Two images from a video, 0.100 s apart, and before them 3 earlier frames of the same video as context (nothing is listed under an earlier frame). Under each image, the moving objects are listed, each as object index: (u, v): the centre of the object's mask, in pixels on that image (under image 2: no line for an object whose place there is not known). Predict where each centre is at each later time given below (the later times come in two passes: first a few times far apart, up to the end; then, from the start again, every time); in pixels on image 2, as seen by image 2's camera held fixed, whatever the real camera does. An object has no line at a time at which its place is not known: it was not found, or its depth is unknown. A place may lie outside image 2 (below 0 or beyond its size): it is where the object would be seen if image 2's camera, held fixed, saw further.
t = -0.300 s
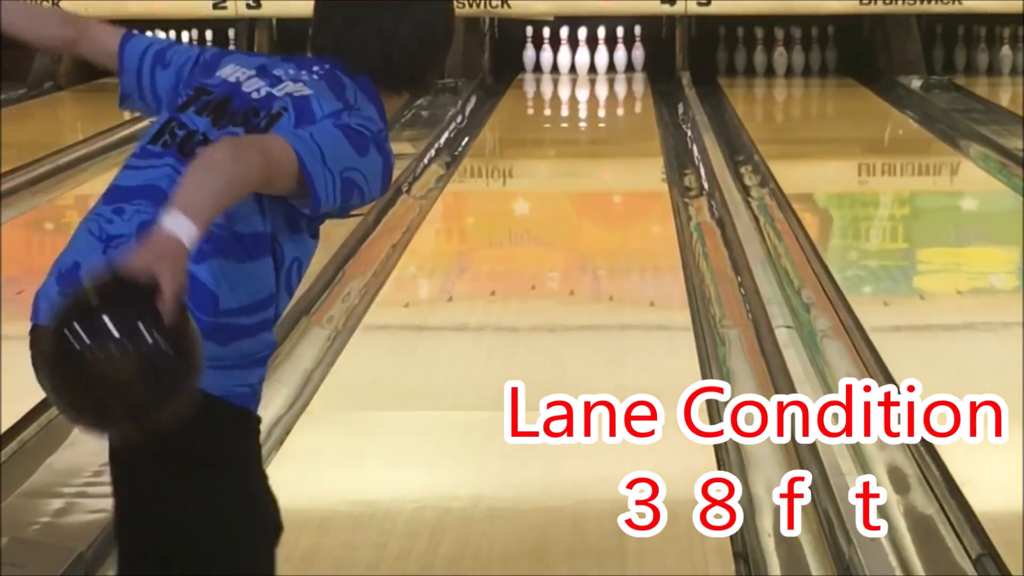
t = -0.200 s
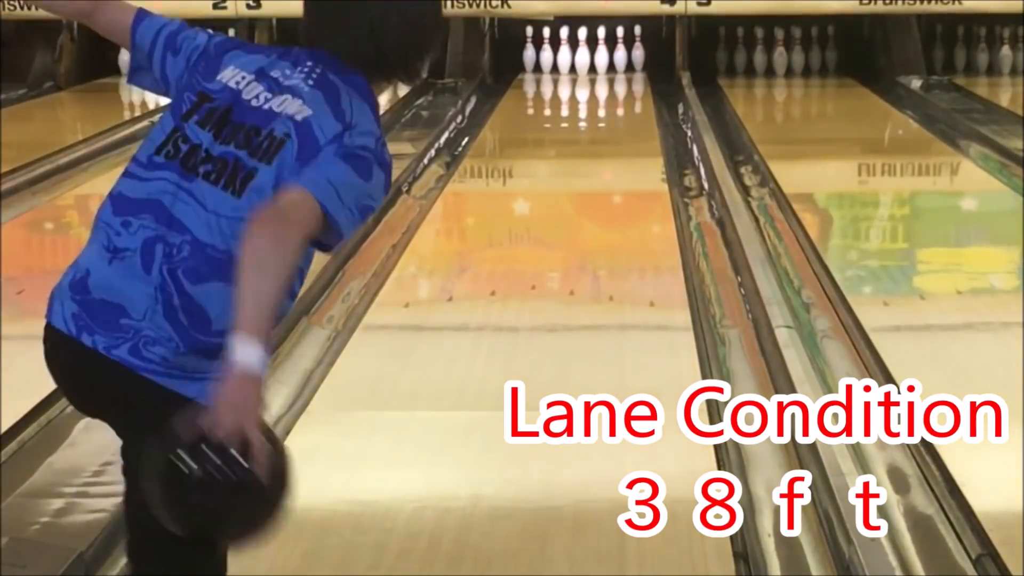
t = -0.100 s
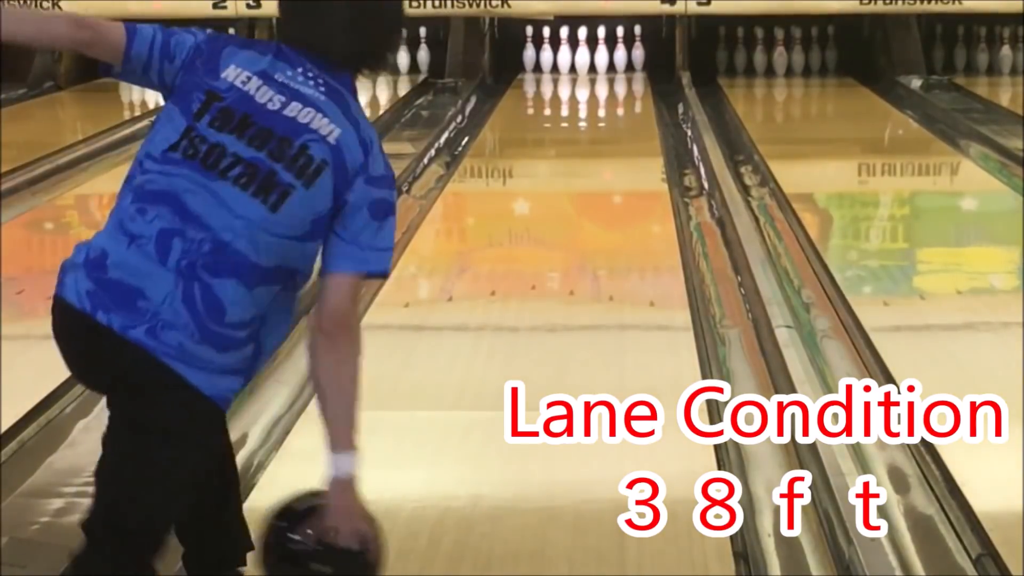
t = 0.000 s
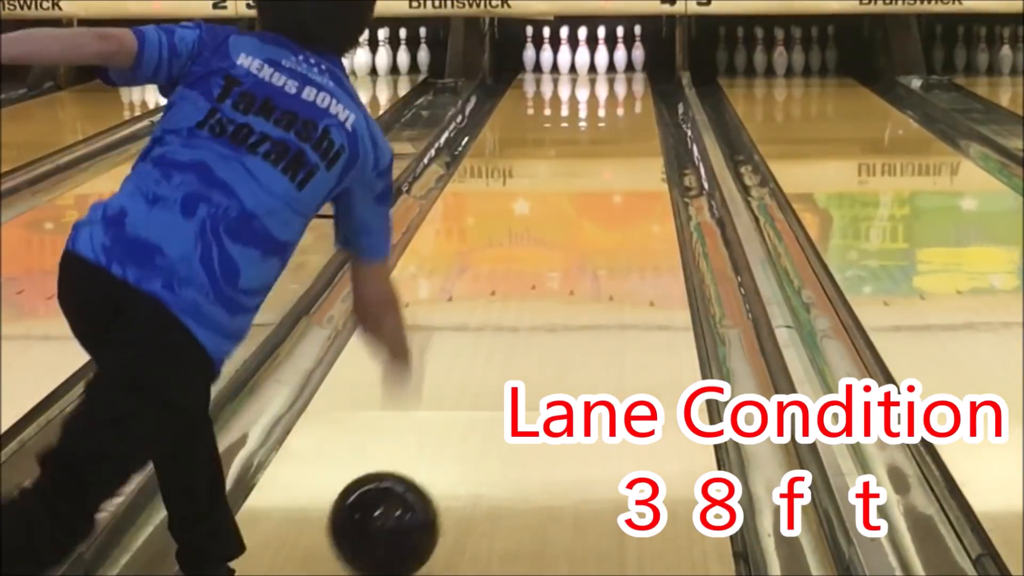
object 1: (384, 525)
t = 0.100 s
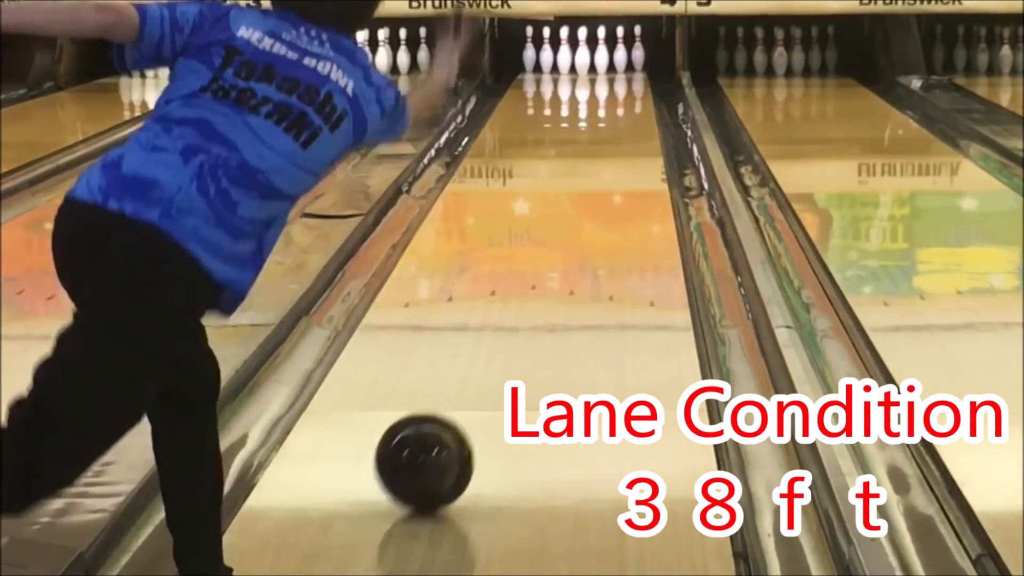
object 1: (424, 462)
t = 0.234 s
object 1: (465, 394)
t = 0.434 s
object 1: (511, 318)
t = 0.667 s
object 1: (549, 254)
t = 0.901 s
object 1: (575, 208)
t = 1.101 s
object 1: (591, 178)
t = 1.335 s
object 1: (605, 150)
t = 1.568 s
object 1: (616, 128)
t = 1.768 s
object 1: (623, 111)
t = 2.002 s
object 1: (625, 96)
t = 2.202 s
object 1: (621, 86)
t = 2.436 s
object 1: (609, 75)
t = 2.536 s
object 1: (603, 71)
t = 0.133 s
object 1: (436, 443)
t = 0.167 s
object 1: (447, 425)
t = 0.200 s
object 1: (457, 409)
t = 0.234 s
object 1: (465, 394)
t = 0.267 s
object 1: (473, 378)
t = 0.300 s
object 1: (482, 363)
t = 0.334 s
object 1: (490, 352)
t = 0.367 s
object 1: (498, 340)
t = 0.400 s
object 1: (505, 328)
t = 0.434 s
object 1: (511, 318)
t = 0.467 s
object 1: (518, 307)
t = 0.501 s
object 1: (523, 297)
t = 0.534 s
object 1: (529, 288)
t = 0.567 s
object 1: (534, 279)
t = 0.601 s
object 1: (539, 270)
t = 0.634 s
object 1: (544, 262)
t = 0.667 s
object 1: (549, 254)
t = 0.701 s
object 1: (553, 246)
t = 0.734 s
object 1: (557, 239)
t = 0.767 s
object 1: (561, 232)
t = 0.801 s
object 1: (565, 226)
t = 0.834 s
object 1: (568, 219)
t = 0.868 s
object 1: (571, 213)
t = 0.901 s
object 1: (575, 208)
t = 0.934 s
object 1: (578, 202)
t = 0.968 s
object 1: (580, 197)
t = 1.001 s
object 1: (583, 192)
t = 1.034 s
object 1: (586, 186)
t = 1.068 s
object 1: (589, 182)
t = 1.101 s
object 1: (591, 178)
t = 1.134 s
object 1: (593, 173)
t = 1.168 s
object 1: (596, 169)
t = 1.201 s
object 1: (598, 165)
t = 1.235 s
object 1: (600, 161)
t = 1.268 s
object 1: (602, 157)
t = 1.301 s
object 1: (604, 153)
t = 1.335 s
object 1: (605, 150)
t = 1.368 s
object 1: (607, 147)
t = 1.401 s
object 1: (609, 144)
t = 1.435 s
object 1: (610, 140)
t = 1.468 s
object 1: (612, 137)
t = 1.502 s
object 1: (613, 134)
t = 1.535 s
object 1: (615, 131)
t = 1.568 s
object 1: (616, 128)
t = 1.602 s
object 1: (617, 125)
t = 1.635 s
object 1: (619, 122)
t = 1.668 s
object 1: (620, 119)
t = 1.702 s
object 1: (621, 117)
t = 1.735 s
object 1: (622, 114)
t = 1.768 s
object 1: (623, 111)
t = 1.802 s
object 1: (624, 109)
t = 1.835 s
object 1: (624, 107)
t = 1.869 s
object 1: (624, 105)
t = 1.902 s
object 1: (625, 103)
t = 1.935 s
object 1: (625, 100)
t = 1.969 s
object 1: (625, 98)
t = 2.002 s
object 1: (625, 96)
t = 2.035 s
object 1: (625, 94)
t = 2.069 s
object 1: (624, 93)
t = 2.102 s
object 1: (624, 91)
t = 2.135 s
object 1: (623, 90)
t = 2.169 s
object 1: (622, 87)
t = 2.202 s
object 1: (621, 86)
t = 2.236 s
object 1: (619, 84)
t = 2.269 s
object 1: (618, 82)
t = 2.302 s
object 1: (616, 80)
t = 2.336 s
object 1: (615, 79)
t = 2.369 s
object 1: (613, 77)
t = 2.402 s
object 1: (611, 76)
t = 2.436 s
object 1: (609, 75)
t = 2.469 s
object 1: (607, 73)
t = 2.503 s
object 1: (605, 72)
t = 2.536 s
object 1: (603, 71)
